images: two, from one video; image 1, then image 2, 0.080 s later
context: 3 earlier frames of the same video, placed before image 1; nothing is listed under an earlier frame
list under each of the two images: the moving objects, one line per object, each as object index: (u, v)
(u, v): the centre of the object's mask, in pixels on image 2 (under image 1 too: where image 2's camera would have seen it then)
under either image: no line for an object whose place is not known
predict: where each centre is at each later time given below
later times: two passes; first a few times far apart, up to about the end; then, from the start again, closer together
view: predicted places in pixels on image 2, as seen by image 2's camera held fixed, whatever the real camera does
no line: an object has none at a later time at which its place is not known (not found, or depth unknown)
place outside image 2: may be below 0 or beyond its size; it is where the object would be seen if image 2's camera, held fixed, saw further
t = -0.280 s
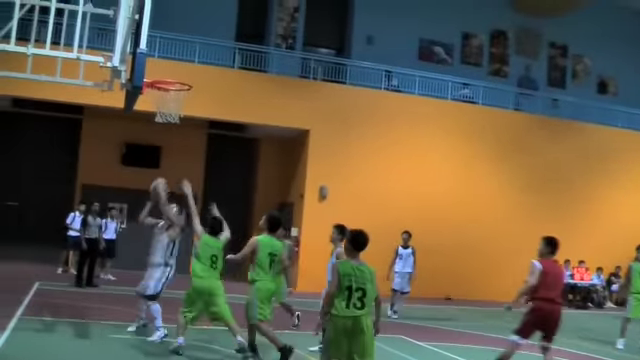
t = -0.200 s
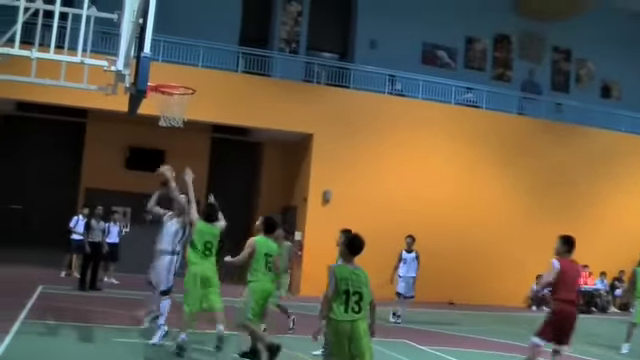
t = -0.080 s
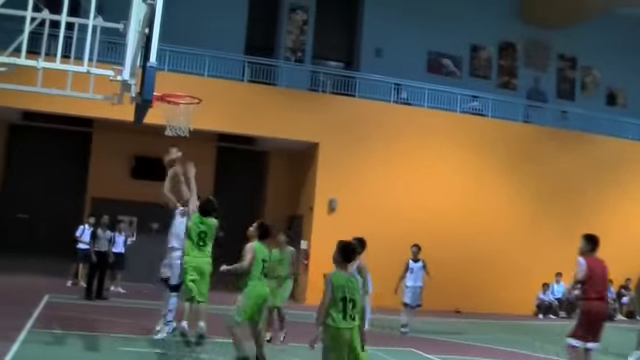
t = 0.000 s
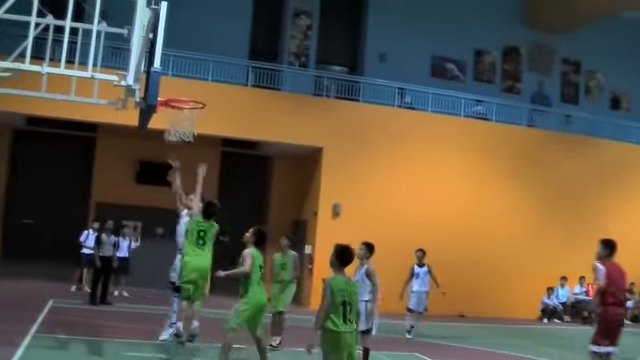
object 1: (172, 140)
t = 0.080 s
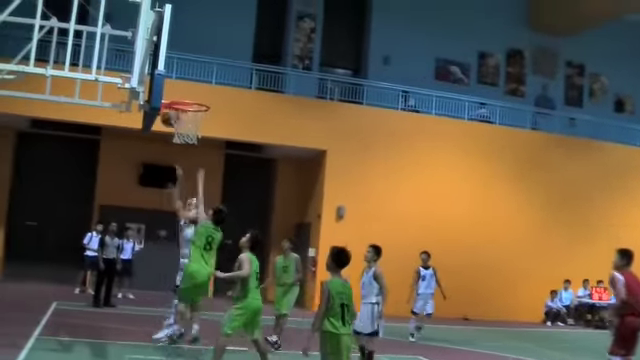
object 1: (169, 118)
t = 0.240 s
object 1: (171, 92)
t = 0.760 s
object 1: (171, 170)
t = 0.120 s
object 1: (165, 113)
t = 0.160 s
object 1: (167, 96)
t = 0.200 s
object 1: (169, 93)
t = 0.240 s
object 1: (171, 92)
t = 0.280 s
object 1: (175, 92)
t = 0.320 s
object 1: (181, 92)
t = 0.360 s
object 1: (185, 93)
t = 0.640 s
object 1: (179, 138)
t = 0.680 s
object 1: (178, 147)
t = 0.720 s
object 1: (175, 158)
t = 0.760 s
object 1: (171, 170)
